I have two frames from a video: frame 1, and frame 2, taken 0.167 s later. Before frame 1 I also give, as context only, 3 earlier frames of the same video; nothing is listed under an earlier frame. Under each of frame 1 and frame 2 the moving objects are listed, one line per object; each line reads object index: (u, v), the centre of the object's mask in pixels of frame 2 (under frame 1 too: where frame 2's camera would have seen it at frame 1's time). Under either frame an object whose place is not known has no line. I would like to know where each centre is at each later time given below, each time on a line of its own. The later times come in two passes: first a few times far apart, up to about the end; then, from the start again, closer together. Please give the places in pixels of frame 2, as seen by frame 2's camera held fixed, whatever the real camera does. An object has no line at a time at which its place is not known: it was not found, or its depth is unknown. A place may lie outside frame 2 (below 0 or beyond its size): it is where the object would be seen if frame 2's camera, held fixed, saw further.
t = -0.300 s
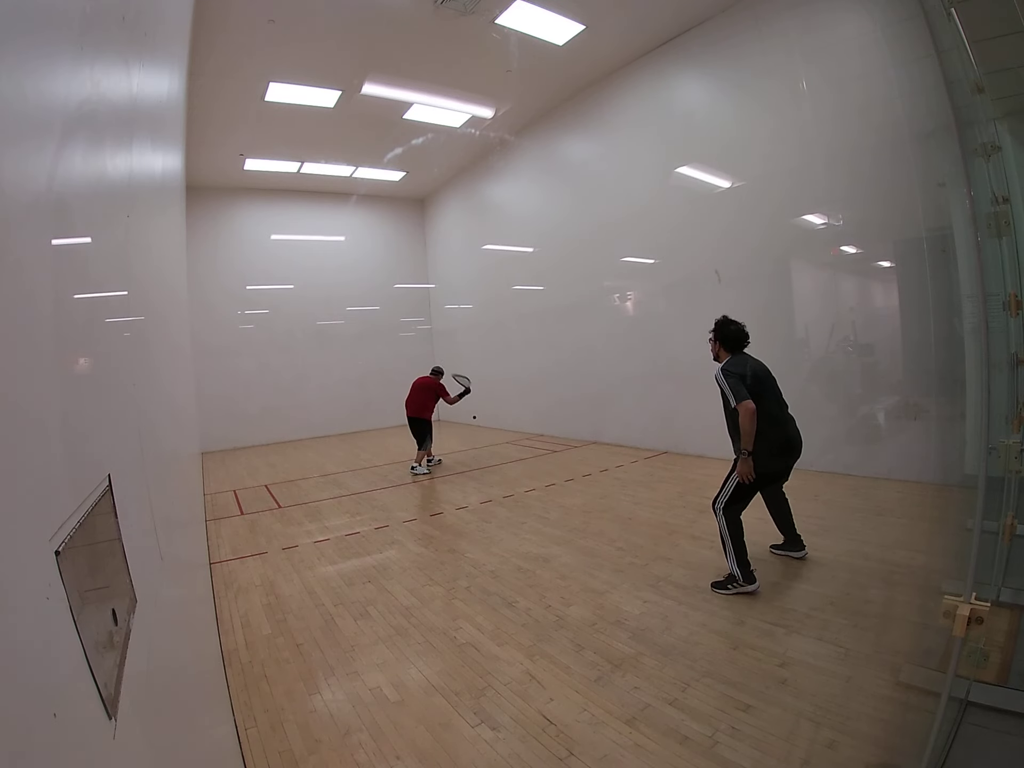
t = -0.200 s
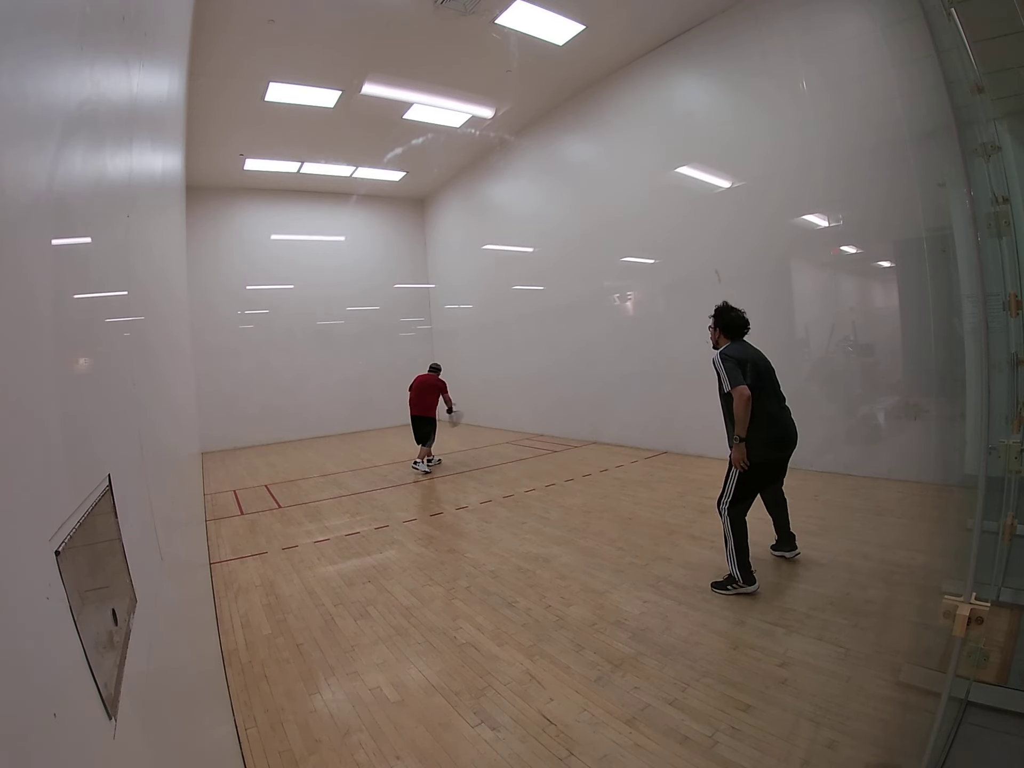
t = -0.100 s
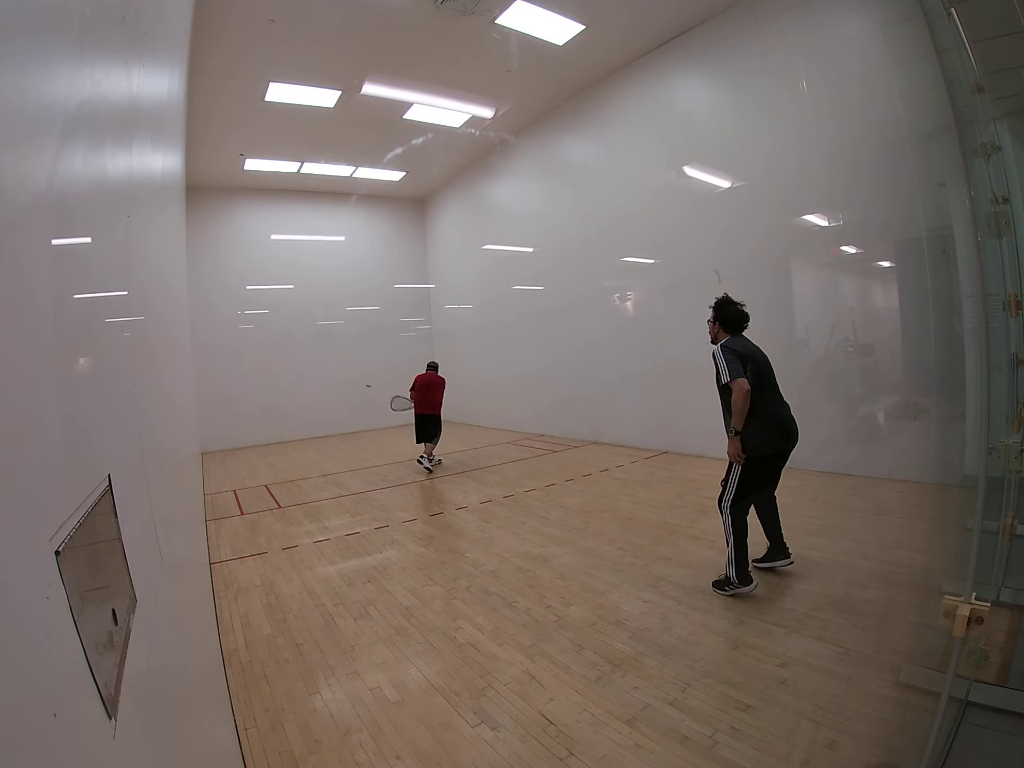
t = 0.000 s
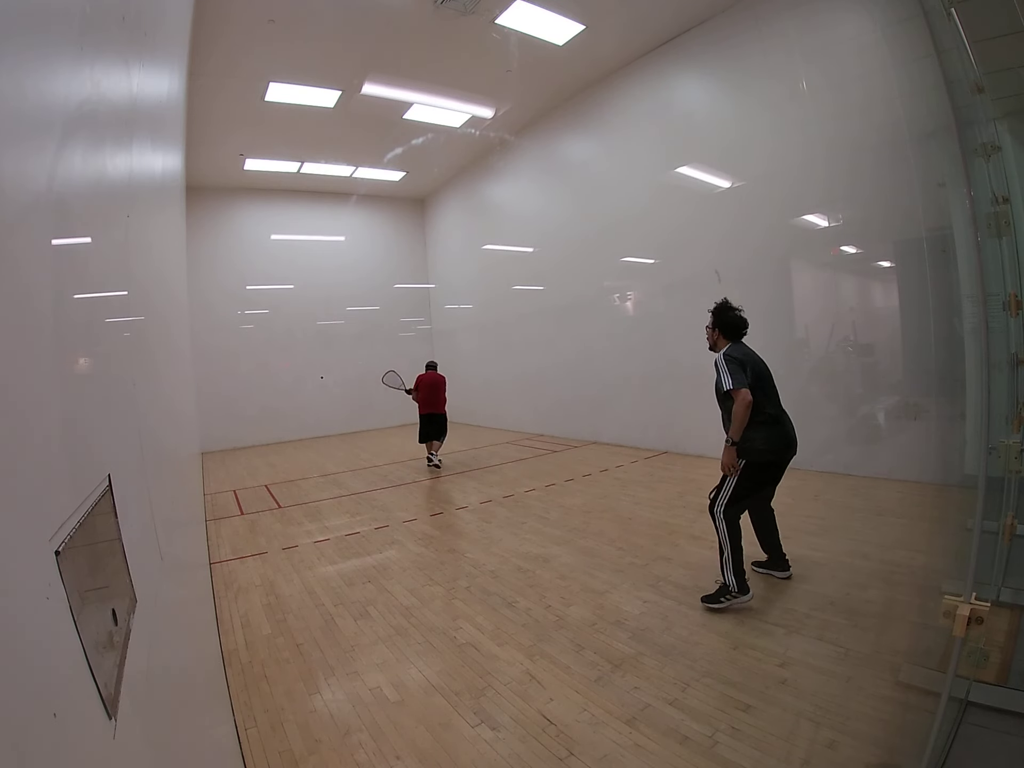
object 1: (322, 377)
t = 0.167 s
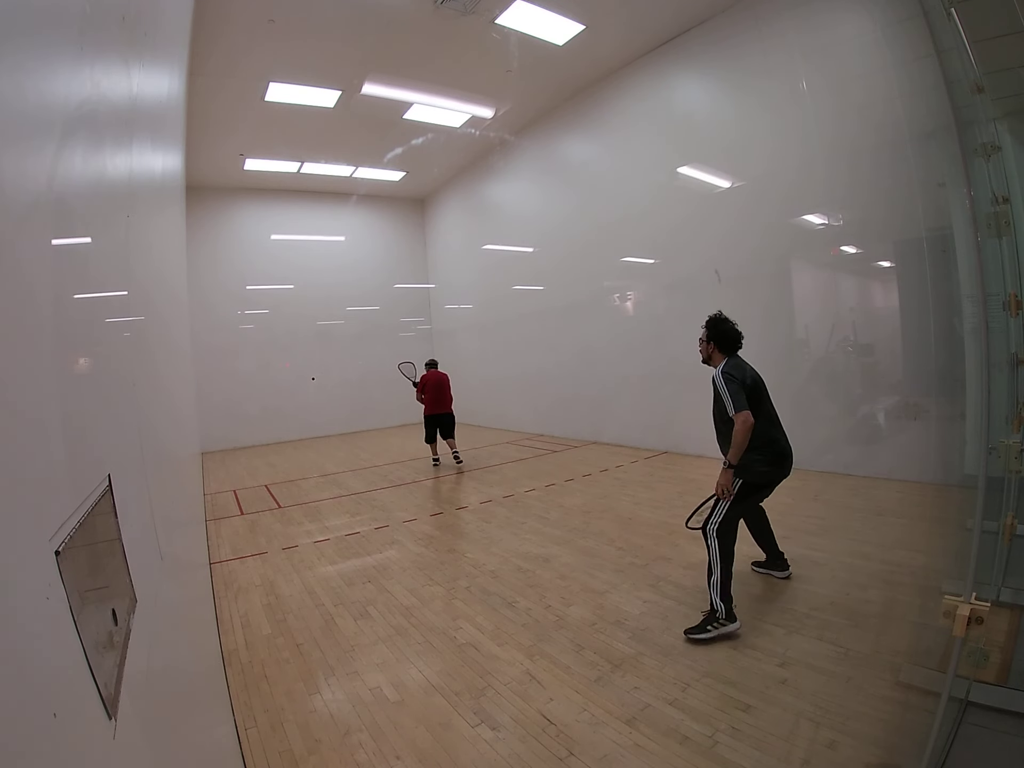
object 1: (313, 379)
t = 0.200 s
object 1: (311, 381)
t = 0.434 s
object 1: (289, 425)
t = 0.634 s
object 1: (254, 557)
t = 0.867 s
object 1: (233, 531)
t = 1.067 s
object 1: (341, 498)
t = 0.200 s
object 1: (311, 381)
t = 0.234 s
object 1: (309, 384)
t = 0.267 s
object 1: (306, 387)
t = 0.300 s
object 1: (303, 392)
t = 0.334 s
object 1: (300, 398)
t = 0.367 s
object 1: (297, 405)
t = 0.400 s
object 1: (293, 414)
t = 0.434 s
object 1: (289, 425)
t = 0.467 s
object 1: (285, 438)
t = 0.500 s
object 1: (280, 454)
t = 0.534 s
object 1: (274, 472)
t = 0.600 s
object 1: (261, 523)
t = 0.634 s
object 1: (254, 557)
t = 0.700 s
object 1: (234, 572)
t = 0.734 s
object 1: (223, 566)
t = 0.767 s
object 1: (209, 562)
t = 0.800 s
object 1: (211, 552)
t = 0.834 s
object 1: (221, 541)
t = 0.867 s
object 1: (233, 531)
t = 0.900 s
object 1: (246, 522)
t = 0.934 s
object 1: (261, 514)
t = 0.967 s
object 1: (278, 507)
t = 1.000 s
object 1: (297, 502)
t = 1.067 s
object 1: (341, 498)
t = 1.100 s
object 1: (368, 500)
